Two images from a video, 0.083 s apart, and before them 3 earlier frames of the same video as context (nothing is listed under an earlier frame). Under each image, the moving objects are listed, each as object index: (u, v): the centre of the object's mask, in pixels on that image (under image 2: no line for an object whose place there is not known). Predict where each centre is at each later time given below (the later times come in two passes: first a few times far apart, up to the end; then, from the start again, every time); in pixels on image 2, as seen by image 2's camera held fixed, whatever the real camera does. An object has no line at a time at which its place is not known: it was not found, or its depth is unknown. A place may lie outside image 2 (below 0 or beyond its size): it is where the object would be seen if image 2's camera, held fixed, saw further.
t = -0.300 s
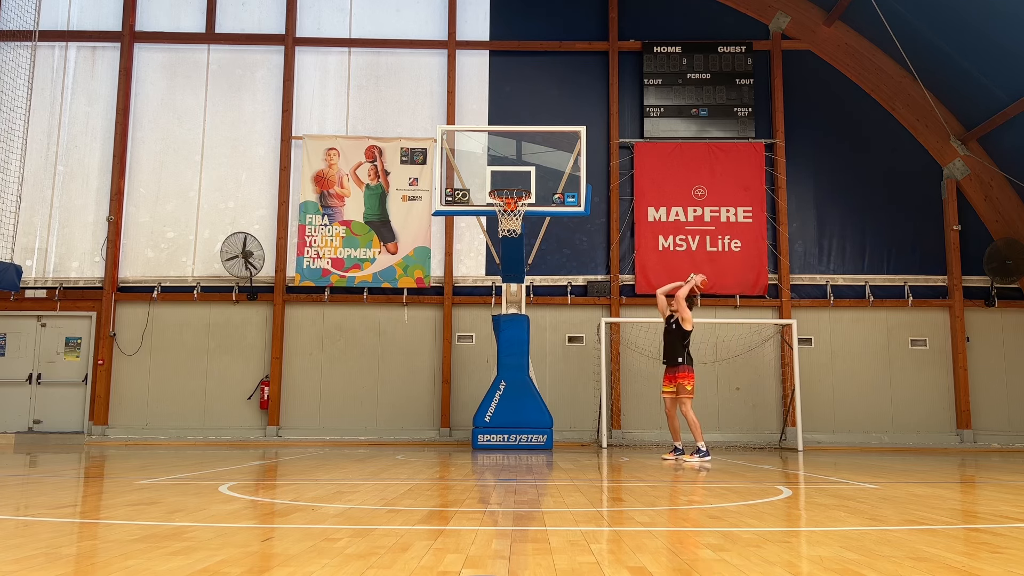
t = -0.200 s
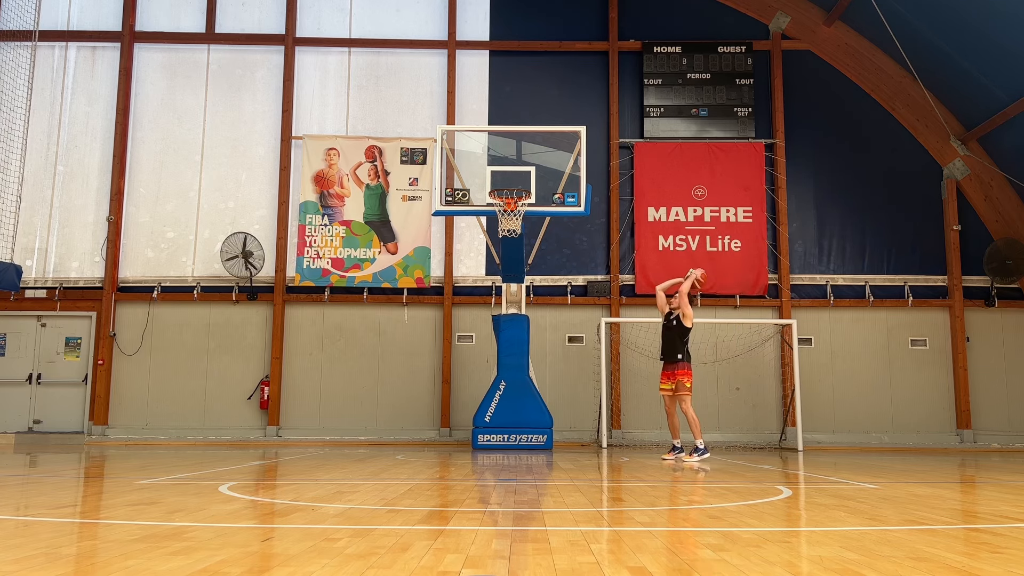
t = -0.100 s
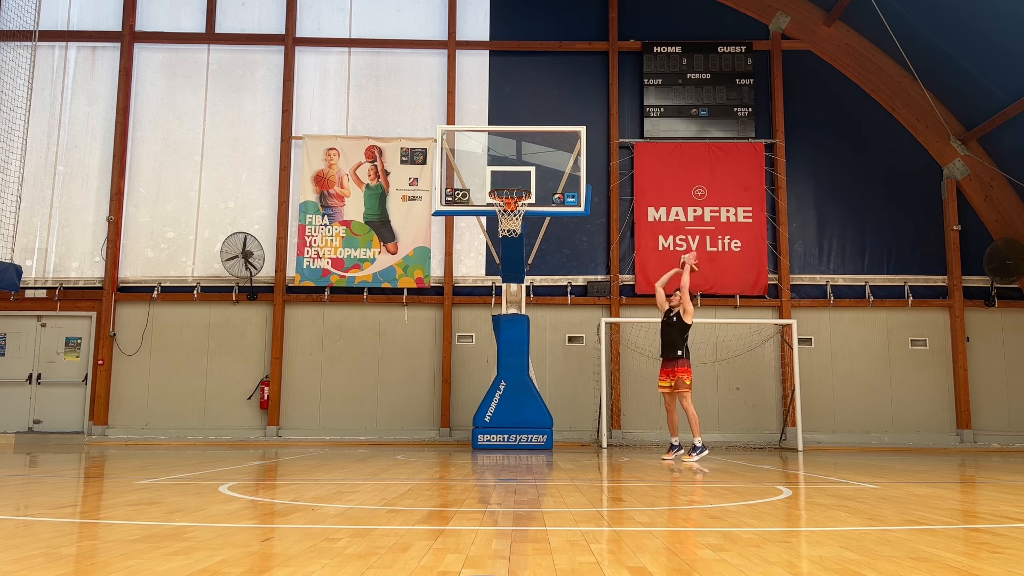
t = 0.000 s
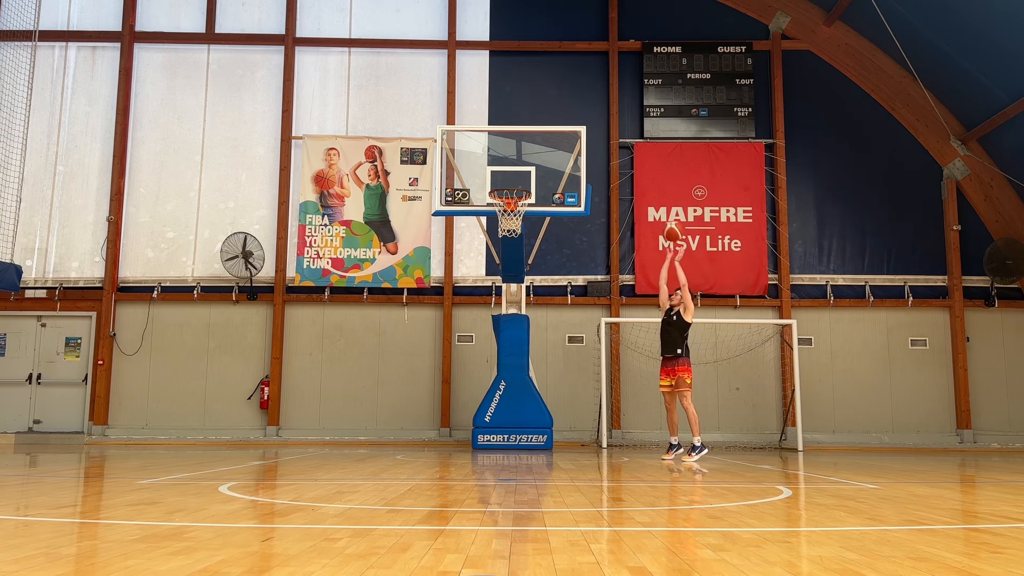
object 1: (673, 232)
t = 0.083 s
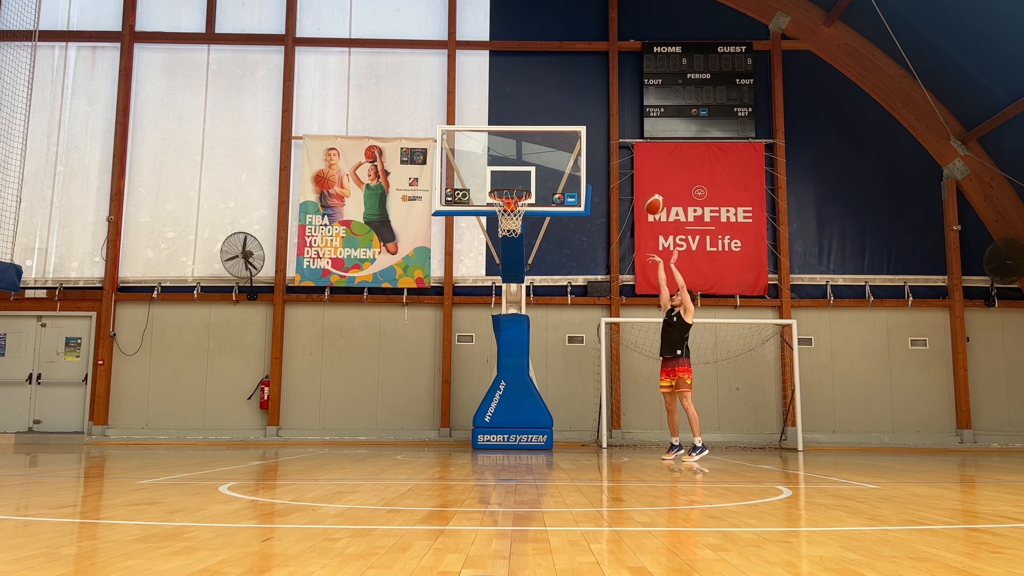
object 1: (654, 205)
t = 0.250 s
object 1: (618, 169)
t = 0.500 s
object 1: (564, 157)
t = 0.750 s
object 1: (511, 198)
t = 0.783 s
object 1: (503, 205)
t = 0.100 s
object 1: (650, 200)
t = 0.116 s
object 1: (647, 196)
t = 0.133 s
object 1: (643, 192)
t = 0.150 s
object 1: (639, 188)
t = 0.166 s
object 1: (635, 184)
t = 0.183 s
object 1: (632, 180)
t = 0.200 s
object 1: (628, 177)
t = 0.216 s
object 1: (625, 174)
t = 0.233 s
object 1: (621, 171)
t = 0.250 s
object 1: (618, 169)
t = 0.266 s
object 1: (614, 167)
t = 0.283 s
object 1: (610, 164)
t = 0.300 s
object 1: (607, 163)
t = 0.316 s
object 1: (603, 161)
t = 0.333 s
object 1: (599, 159)
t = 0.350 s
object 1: (596, 158)
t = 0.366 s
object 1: (592, 157)
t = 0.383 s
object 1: (589, 157)
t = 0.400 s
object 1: (585, 156)
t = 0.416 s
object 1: (582, 156)
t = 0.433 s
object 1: (578, 156)
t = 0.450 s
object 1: (574, 156)
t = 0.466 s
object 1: (571, 156)
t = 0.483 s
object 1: (567, 157)
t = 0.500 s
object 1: (564, 157)
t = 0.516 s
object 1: (560, 159)
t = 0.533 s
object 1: (557, 160)
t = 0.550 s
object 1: (553, 161)
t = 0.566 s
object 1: (550, 163)
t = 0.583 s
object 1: (546, 165)
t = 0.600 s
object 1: (543, 167)
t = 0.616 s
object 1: (539, 170)
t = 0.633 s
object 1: (535, 172)
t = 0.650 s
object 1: (532, 175)
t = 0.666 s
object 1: (528, 178)
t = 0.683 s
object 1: (525, 180)
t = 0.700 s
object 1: (521, 182)
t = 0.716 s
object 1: (518, 184)
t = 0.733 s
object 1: (515, 185)
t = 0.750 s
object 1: (511, 198)
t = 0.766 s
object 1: (507, 201)
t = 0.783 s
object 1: (503, 205)
